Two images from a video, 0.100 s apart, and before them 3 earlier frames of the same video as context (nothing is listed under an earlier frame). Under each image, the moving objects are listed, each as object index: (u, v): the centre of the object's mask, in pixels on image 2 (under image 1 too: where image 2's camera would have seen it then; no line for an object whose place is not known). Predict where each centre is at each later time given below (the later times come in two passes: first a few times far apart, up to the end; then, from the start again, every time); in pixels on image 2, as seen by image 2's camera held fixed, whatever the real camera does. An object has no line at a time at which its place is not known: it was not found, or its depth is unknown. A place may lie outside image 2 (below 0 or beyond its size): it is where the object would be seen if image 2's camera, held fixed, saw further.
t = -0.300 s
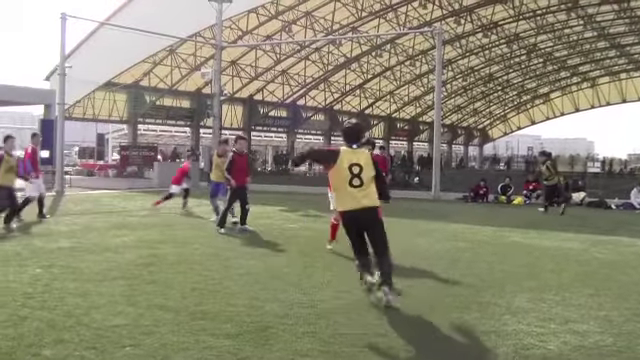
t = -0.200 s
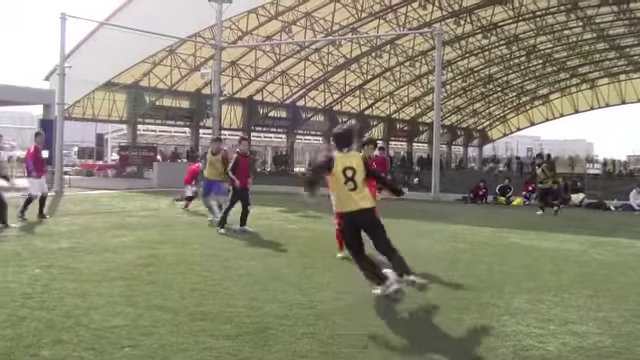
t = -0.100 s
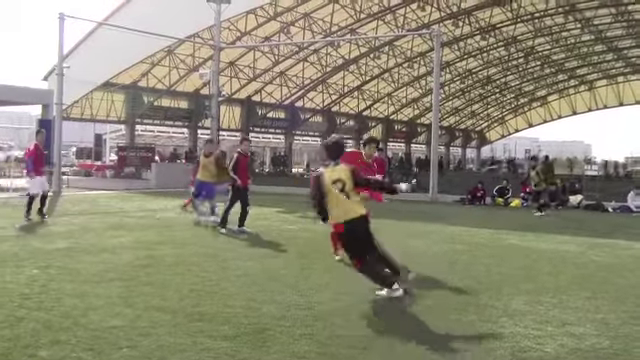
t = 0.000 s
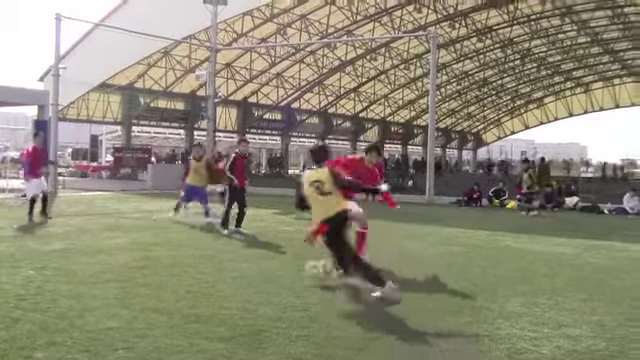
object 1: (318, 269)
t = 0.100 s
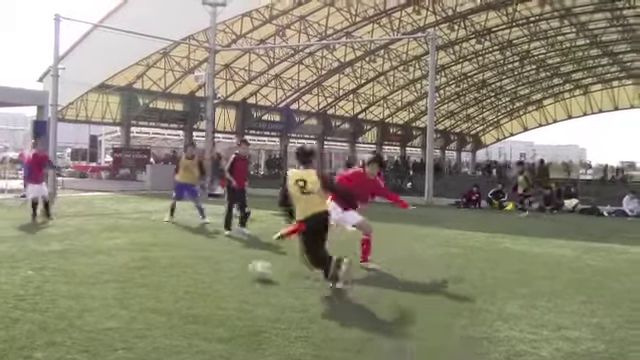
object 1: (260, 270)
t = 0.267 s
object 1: (190, 263)
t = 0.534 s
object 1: (113, 255)
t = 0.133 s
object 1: (245, 268)
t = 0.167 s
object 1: (231, 266)
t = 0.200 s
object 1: (217, 265)
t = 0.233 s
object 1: (203, 264)
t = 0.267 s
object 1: (190, 263)
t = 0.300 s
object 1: (178, 261)
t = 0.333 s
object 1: (167, 260)
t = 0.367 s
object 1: (156, 260)
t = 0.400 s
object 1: (146, 258)
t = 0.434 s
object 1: (138, 257)
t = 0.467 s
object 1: (131, 256)
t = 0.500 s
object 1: (122, 256)
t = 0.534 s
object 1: (113, 255)
